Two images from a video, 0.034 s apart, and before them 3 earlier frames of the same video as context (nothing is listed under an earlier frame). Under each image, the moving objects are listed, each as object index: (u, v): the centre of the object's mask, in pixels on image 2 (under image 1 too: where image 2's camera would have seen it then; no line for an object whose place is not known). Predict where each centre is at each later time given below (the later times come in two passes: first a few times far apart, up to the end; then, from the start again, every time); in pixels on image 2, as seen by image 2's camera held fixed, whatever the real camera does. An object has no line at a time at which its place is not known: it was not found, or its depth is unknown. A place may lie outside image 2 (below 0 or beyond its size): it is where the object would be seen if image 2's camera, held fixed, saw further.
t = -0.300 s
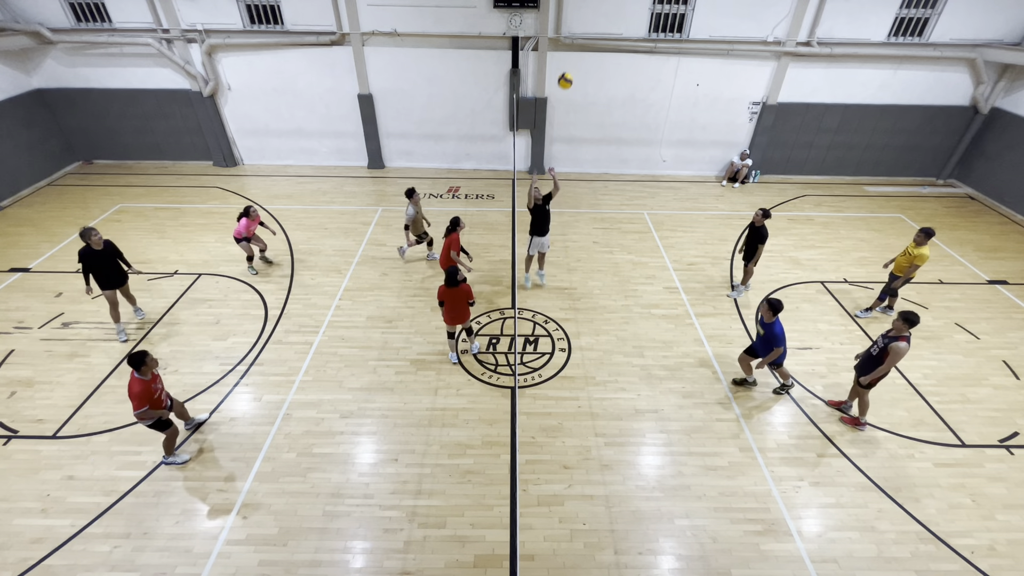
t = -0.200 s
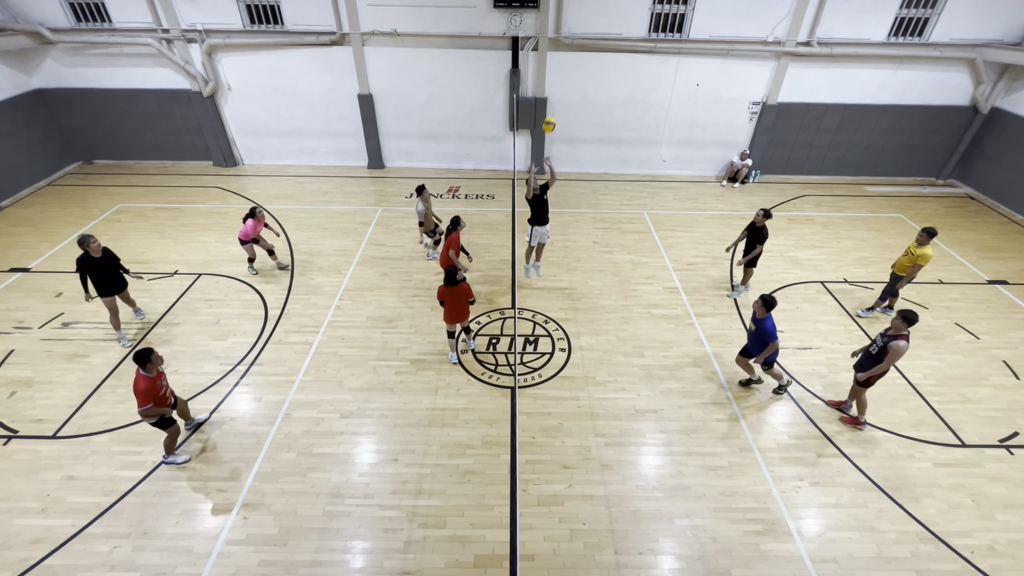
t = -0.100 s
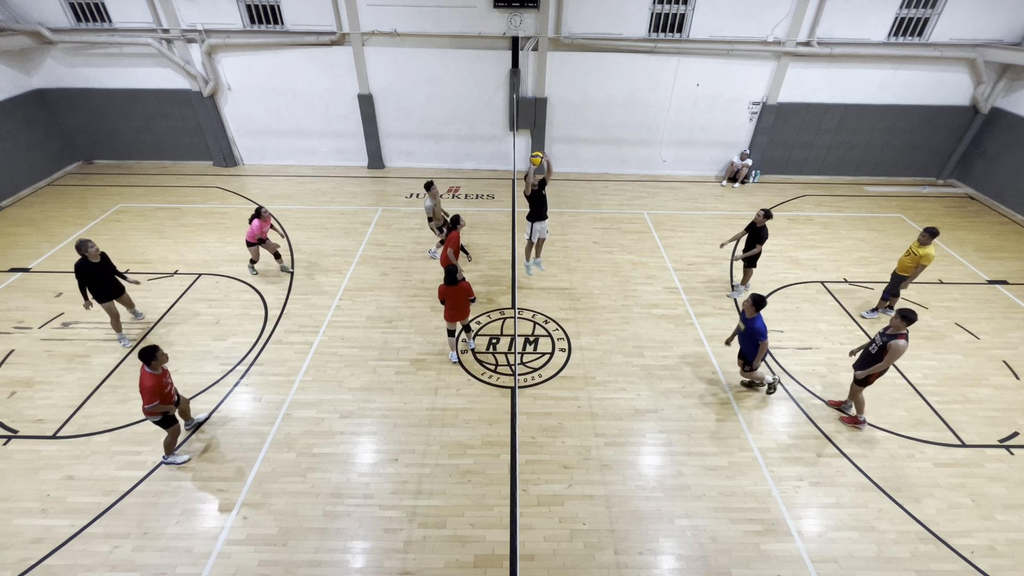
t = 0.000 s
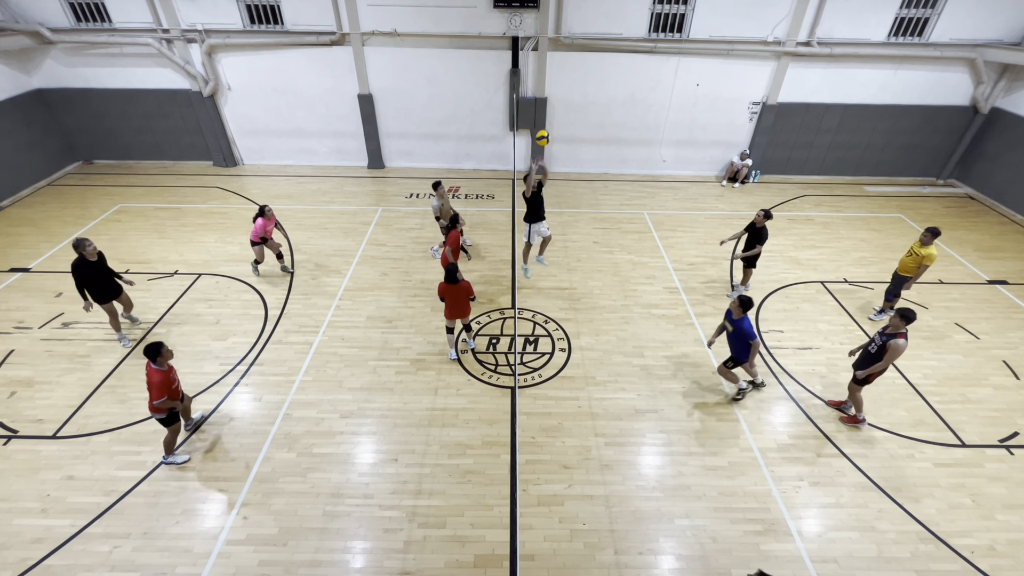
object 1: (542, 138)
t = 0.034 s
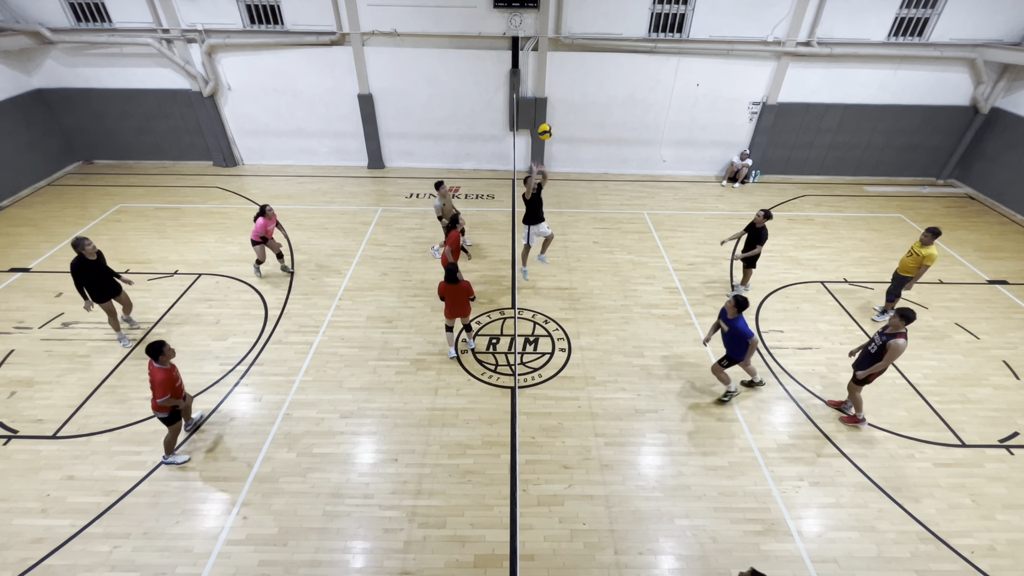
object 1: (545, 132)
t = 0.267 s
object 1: (563, 105)
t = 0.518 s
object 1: (583, 125)
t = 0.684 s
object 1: (593, 169)
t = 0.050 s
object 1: (546, 128)
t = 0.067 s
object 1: (547, 126)
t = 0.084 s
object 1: (549, 123)
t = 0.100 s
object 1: (550, 120)
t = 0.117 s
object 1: (551, 118)
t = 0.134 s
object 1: (553, 116)
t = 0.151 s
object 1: (554, 114)
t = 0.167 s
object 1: (556, 112)
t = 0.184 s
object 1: (557, 110)
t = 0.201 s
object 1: (558, 109)
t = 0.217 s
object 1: (559, 107)
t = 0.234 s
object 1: (561, 106)
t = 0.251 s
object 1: (562, 105)
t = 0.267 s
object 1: (563, 105)
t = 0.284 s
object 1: (565, 104)
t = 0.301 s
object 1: (566, 104)
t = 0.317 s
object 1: (568, 104)
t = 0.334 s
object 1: (569, 104)
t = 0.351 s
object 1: (570, 105)
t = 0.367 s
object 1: (572, 106)
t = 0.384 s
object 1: (573, 106)
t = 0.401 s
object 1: (574, 108)
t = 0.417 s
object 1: (576, 110)
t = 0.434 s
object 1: (577, 112)
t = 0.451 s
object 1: (578, 114)
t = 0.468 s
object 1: (579, 116)
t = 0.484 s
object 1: (580, 119)
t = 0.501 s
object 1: (582, 122)
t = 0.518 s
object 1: (583, 125)
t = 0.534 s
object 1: (584, 128)
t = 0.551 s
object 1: (585, 132)
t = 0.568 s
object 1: (586, 136)
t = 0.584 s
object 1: (587, 139)
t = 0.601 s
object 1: (589, 144)
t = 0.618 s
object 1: (590, 148)
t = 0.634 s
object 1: (591, 153)
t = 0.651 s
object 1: (592, 158)
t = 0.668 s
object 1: (593, 163)
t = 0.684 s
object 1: (593, 169)
